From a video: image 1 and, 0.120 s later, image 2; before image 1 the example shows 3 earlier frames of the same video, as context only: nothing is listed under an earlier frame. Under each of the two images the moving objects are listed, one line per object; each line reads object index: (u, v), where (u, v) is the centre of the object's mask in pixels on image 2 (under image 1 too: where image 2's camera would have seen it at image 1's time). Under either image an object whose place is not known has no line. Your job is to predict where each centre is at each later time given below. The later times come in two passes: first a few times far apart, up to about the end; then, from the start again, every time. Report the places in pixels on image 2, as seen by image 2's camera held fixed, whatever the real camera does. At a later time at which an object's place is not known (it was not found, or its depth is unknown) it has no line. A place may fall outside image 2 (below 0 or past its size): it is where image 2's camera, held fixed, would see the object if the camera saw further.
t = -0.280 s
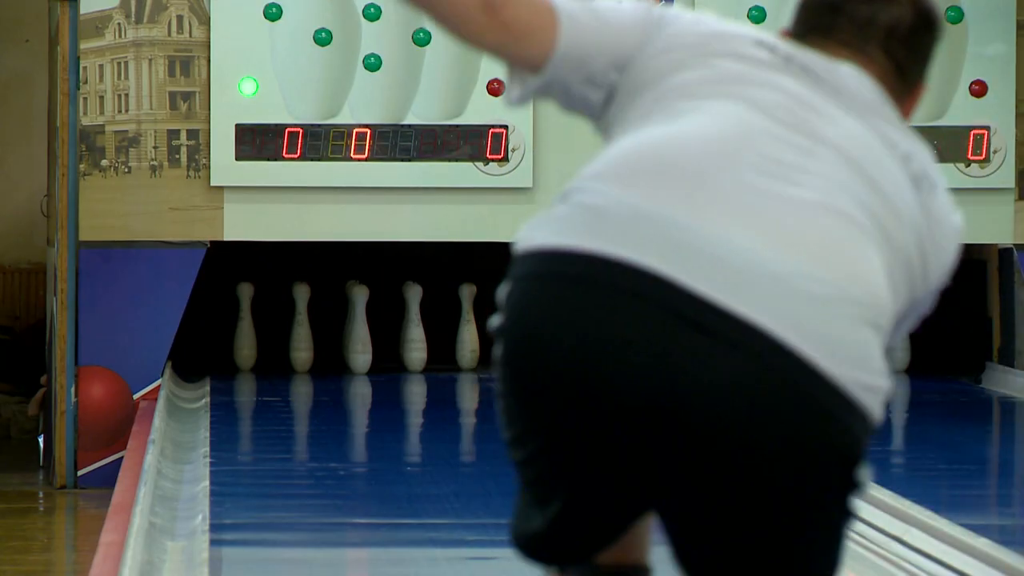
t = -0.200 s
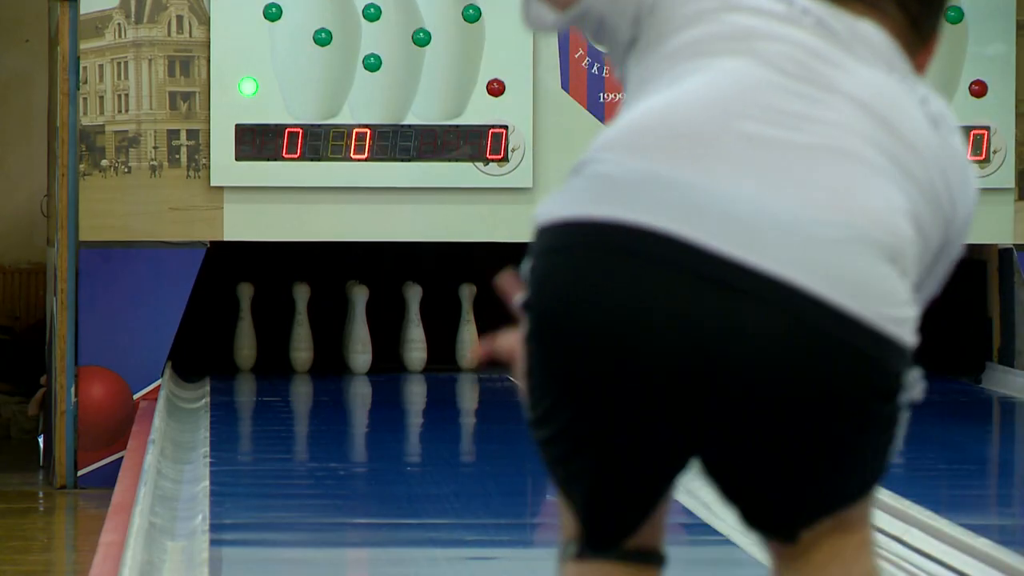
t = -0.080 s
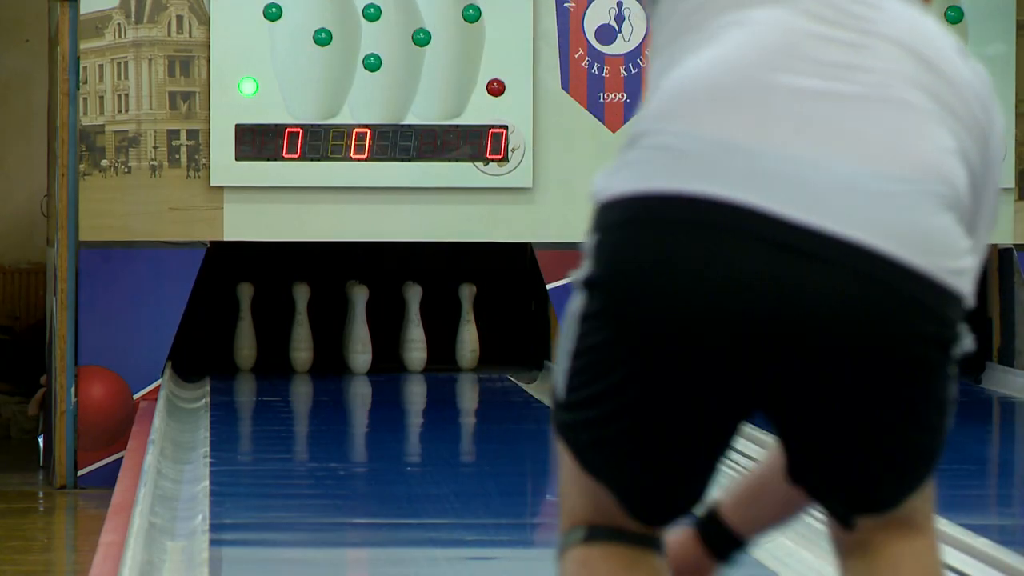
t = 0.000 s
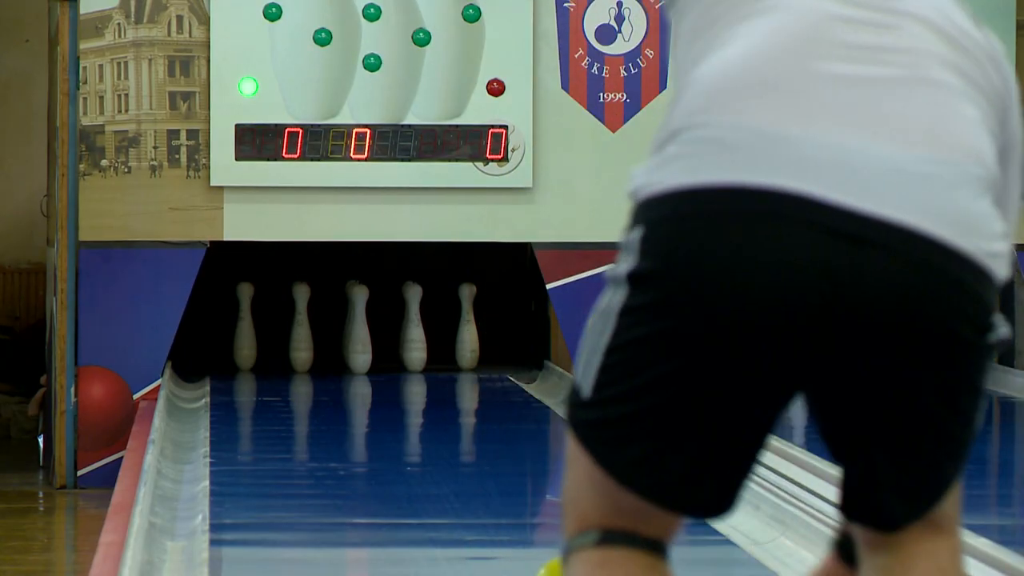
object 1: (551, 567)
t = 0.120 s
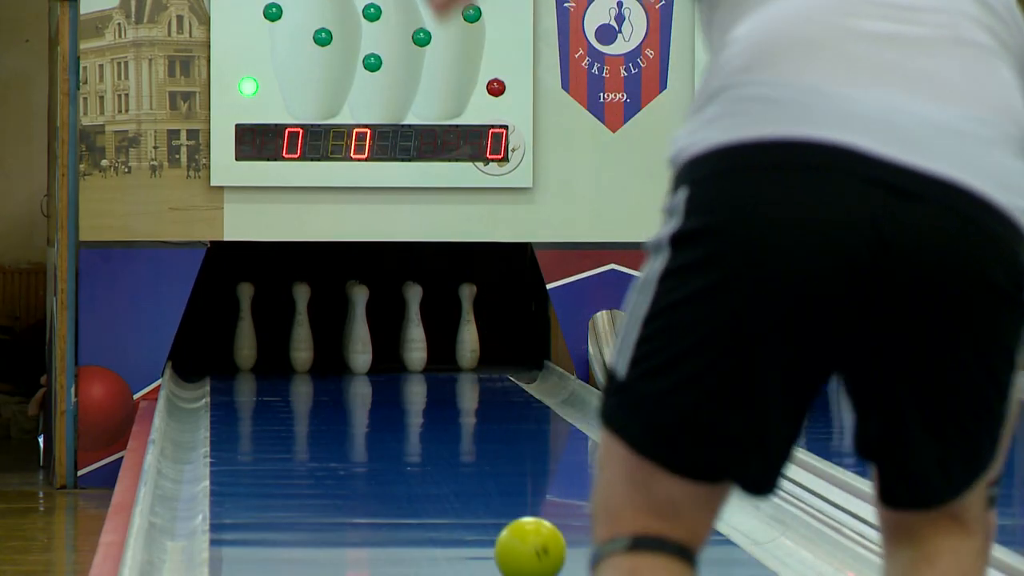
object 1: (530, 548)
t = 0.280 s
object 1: (487, 508)
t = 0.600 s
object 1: (427, 444)
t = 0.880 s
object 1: (392, 406)
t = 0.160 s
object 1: (519, 540)
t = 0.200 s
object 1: (507, 528)
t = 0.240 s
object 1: (497, 518)
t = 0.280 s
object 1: (487, 508)
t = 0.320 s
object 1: (478, 498)
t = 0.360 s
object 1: (469, 489)
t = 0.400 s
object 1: (461, 481)
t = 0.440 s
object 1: (453, 473)
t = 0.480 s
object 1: (447, 465)
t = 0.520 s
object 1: (440, 458)
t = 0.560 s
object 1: (433, 451)
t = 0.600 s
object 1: (427, 444)
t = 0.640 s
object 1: (421, 439)
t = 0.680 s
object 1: (416, 433)
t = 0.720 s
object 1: (411, 427)
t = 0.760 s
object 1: (406, 422)
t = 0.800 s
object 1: (401, 416)
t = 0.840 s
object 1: (396, 411)
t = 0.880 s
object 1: (392, 406)
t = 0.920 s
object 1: (388, 402)
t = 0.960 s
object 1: (385, 398)
